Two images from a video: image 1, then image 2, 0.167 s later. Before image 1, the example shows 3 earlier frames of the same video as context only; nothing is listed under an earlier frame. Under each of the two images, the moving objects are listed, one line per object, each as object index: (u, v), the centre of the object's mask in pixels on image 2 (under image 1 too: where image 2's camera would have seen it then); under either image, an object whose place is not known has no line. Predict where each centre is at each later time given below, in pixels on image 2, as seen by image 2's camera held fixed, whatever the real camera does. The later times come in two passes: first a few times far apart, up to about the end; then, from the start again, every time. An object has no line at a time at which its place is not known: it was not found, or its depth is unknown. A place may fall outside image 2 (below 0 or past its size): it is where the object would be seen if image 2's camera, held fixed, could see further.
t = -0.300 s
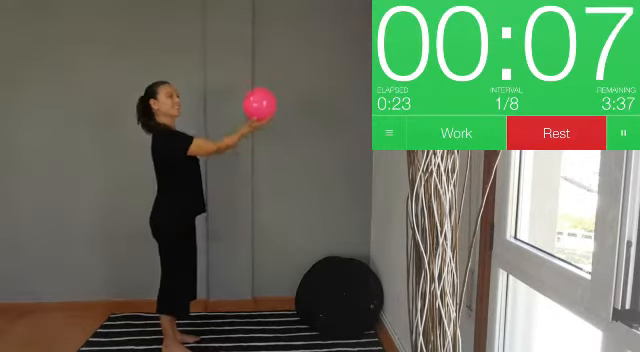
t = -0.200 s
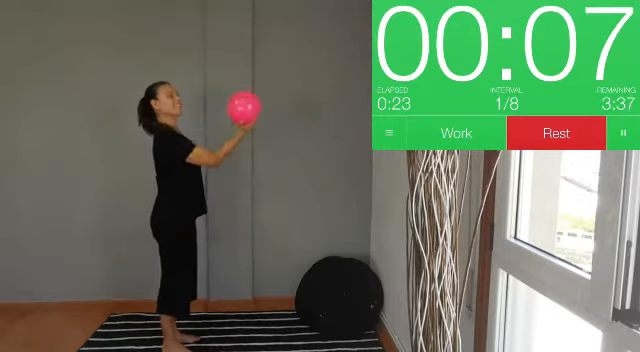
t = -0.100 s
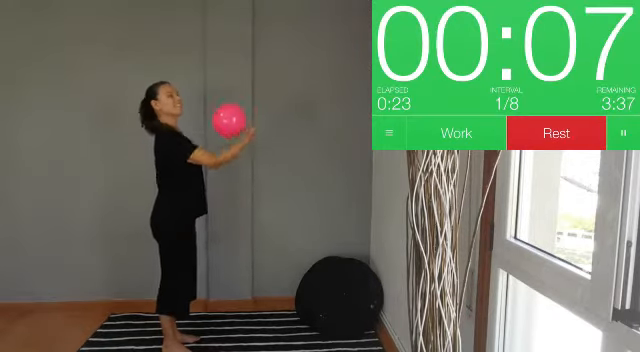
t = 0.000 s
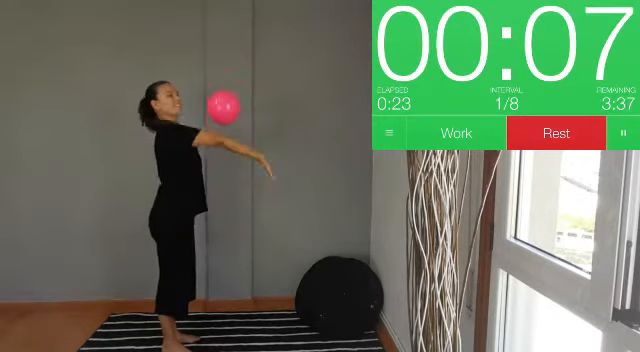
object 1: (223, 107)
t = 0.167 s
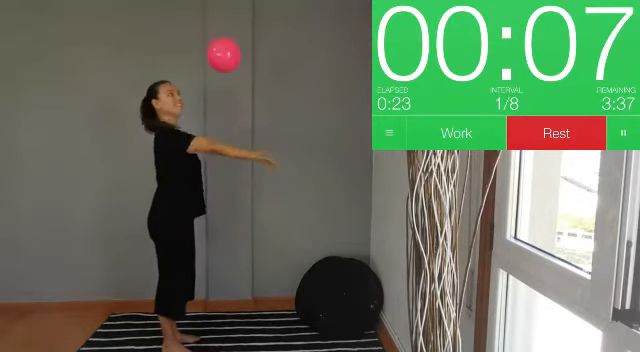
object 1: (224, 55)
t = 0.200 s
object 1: (223, 50)
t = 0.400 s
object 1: (224, 65)
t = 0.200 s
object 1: (223, 50)
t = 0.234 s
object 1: (223, 47)
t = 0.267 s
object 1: (224, 47)
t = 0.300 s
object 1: (223, 48)
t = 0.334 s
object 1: (223, 51)
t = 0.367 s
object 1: (223, 57)
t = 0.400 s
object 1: (224, 65)
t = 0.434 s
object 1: (223, 75)
